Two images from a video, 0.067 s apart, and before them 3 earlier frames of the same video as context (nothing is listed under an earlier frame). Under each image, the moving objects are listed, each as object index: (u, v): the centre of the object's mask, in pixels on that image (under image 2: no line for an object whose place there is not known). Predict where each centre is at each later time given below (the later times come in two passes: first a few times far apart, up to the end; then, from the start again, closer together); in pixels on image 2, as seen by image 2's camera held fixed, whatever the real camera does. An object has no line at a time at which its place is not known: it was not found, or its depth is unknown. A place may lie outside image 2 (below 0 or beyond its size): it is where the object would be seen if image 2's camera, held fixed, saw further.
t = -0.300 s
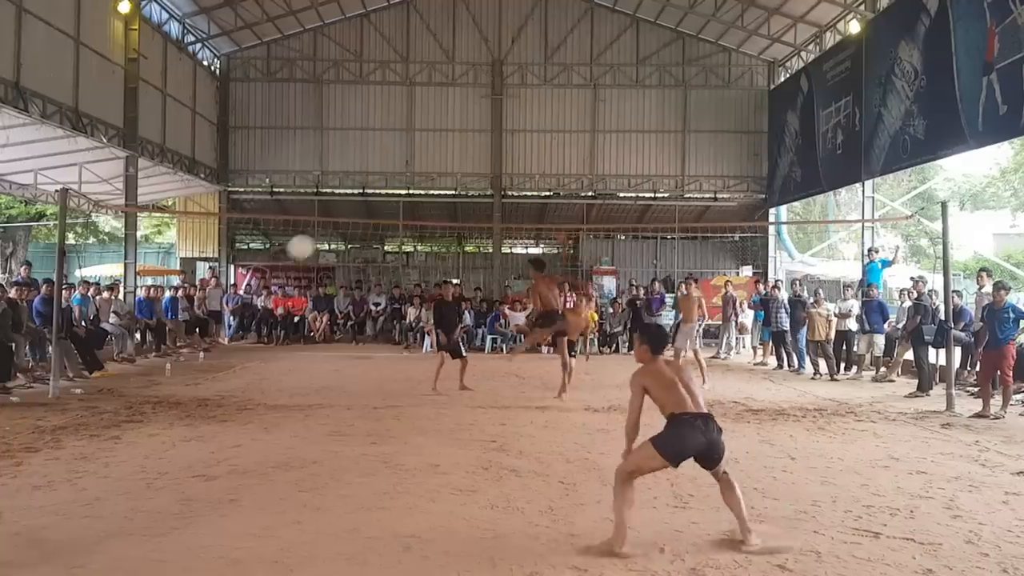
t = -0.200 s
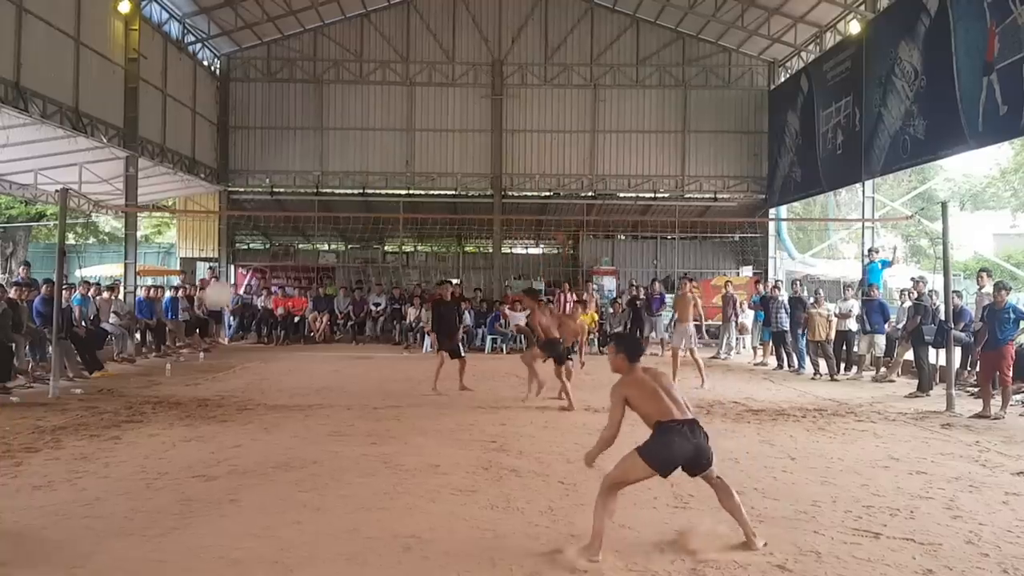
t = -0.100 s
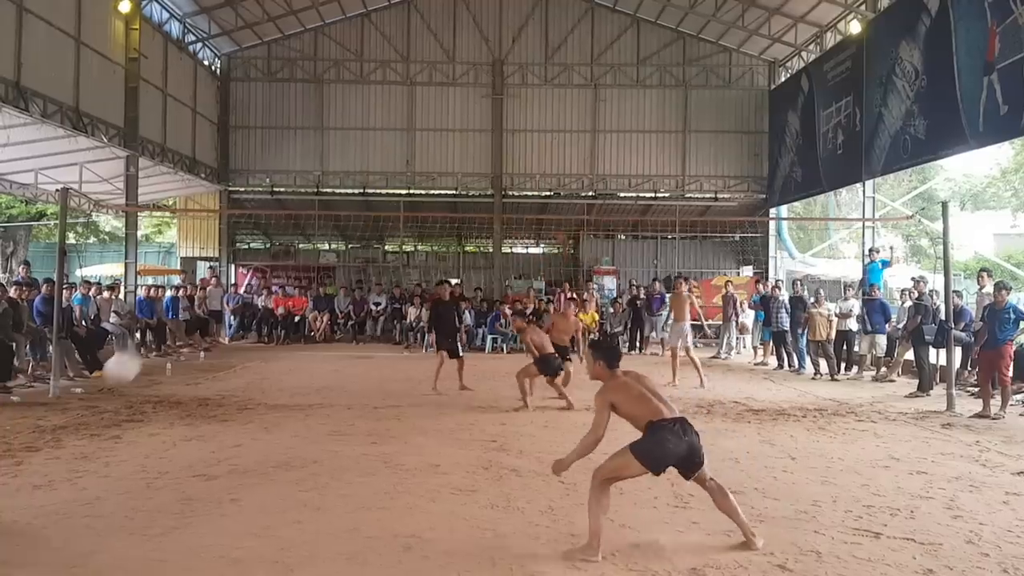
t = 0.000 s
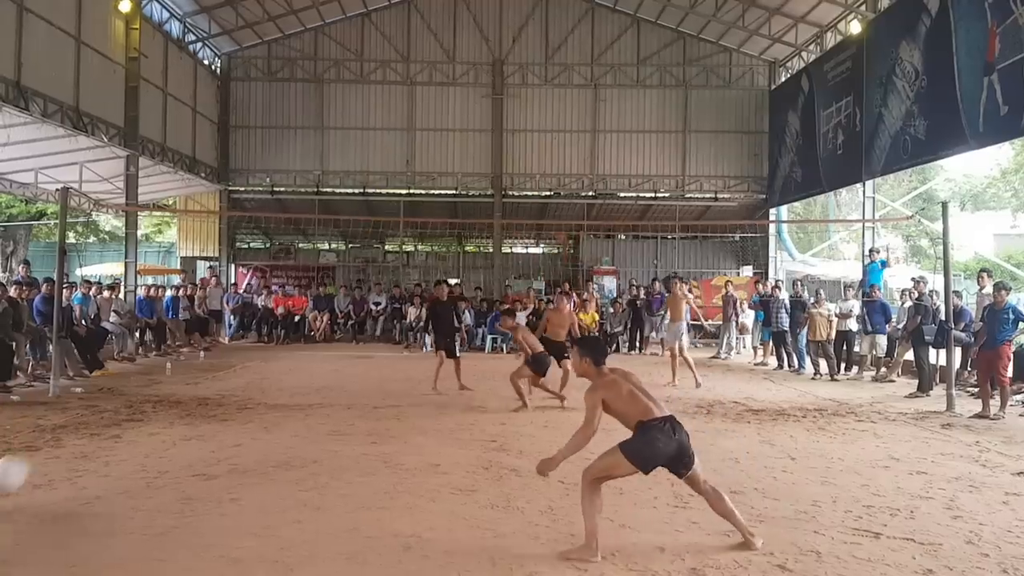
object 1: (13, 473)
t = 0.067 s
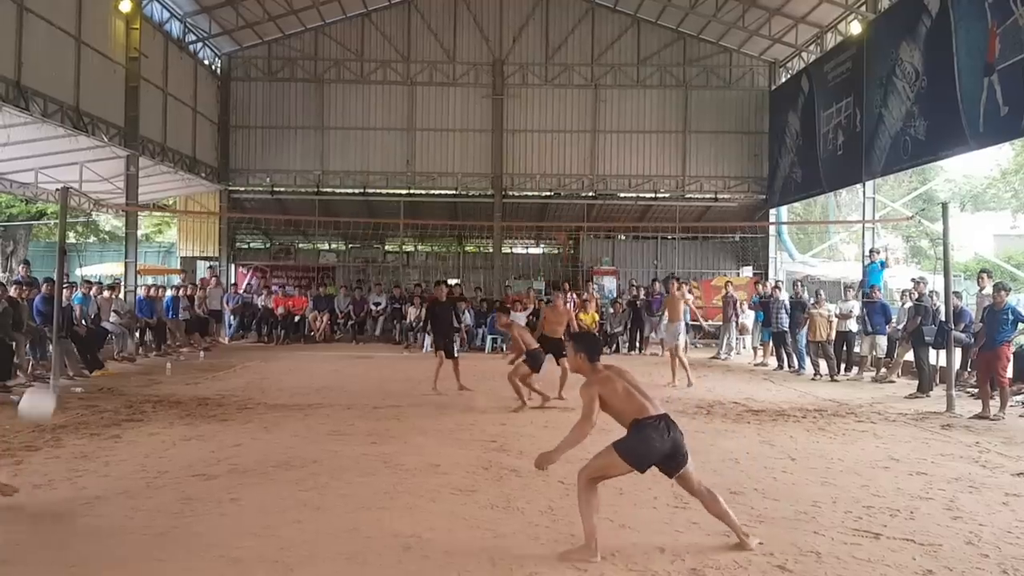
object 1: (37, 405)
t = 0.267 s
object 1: (147, 217)
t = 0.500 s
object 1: (246, 98)
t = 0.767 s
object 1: (333, 53)
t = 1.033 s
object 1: (403, 84)
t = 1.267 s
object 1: (455, 159)
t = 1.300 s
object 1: (462, 172)
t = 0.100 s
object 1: (58, 365)
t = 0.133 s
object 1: (77, 332)
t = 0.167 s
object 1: (96, 300)
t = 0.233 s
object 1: (130, 242)
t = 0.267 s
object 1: (147, 217)
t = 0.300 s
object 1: (163, 195)
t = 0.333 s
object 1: (180, 172)
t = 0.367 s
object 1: (193, 156)
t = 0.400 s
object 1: (207, 138)
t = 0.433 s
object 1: (220, 123)
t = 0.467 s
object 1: (234, 110)
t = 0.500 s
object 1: (246, 98)
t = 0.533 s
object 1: (258, 87)
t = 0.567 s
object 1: (270, 78)
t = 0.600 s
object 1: (281, 71)
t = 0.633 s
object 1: (292, 64)
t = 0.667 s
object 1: (302, 59)
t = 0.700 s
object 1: (313, 56)
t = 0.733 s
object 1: (323, 54)
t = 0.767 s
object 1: (333, 53)
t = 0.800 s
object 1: (343, 53)
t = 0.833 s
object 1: (352, 54)
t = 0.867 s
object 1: (361, 56)
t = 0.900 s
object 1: (370, 60)
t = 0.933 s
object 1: (379, 64)
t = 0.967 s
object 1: (387, 70)
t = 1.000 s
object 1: (395, 76)
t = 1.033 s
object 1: (403, 84)
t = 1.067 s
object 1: (412, 92)
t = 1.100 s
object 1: (419, 101)
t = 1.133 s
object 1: (427, 111)
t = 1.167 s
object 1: (434, 122)
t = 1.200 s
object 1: (441, 133)
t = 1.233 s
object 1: (449, 146)
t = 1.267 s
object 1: (455, 159)
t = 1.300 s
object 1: (462, 172)
